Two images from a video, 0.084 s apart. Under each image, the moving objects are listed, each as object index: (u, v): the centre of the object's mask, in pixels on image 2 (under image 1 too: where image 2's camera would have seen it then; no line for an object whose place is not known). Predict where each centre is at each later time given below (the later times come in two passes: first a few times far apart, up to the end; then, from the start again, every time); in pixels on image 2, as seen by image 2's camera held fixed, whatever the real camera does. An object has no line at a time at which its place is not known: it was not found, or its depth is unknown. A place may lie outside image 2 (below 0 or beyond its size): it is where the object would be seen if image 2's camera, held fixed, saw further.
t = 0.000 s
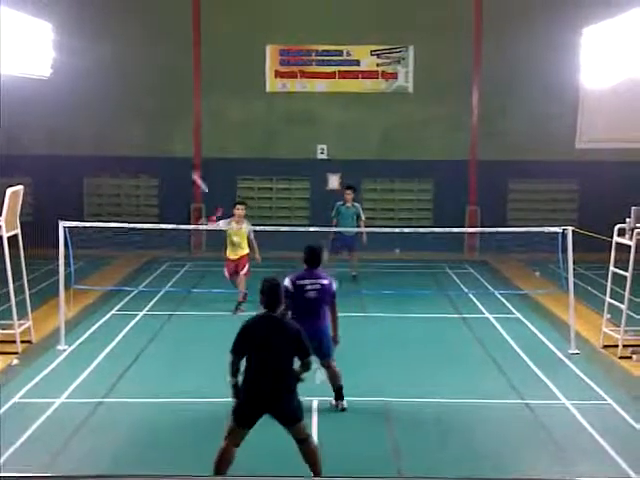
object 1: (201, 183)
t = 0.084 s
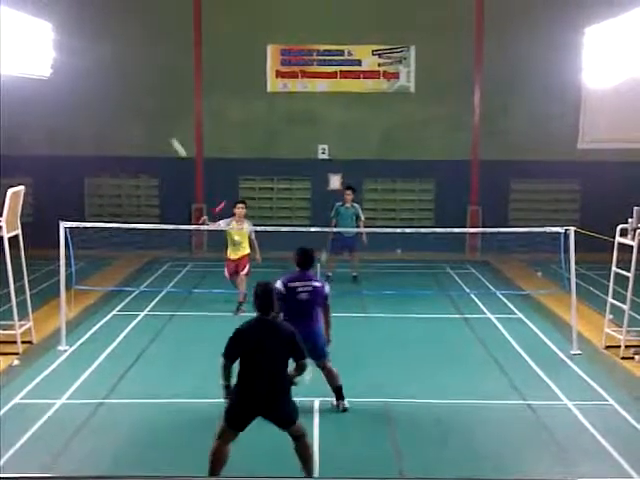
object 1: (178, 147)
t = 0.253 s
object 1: (135, 99)
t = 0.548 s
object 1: (51, 85)
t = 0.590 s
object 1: (37, 91)
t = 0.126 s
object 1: (168, 133)
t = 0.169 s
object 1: (156, 120)
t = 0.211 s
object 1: (145, 108)
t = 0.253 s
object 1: (135, 99)
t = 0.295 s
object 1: (122, 90)
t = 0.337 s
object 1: (111, 84)
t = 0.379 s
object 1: (101, 81)
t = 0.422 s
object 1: (86, 78)
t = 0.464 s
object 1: (75, 78)
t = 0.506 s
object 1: (64, 80)
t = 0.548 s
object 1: (51, 85)
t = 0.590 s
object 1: (37, 91)
